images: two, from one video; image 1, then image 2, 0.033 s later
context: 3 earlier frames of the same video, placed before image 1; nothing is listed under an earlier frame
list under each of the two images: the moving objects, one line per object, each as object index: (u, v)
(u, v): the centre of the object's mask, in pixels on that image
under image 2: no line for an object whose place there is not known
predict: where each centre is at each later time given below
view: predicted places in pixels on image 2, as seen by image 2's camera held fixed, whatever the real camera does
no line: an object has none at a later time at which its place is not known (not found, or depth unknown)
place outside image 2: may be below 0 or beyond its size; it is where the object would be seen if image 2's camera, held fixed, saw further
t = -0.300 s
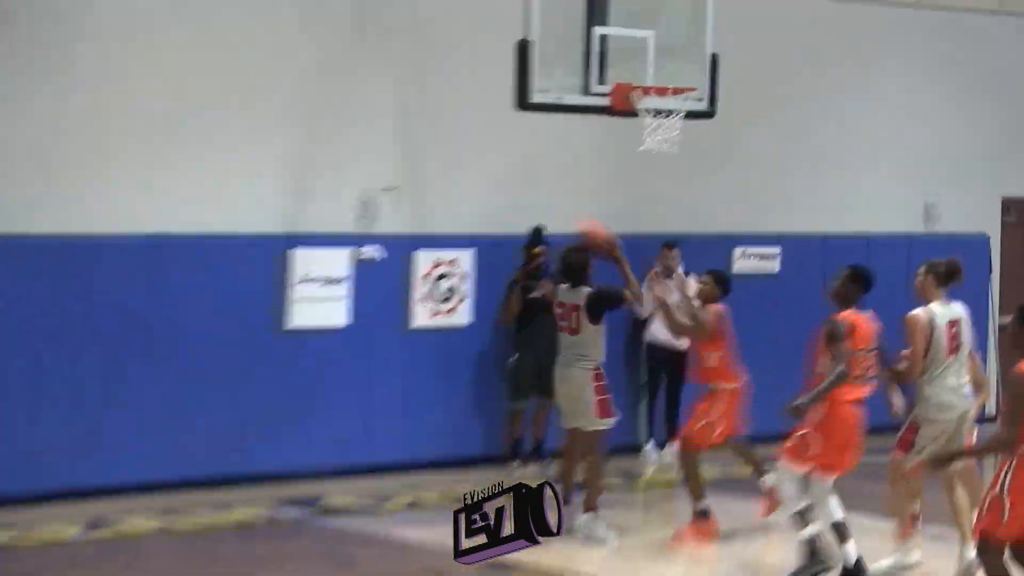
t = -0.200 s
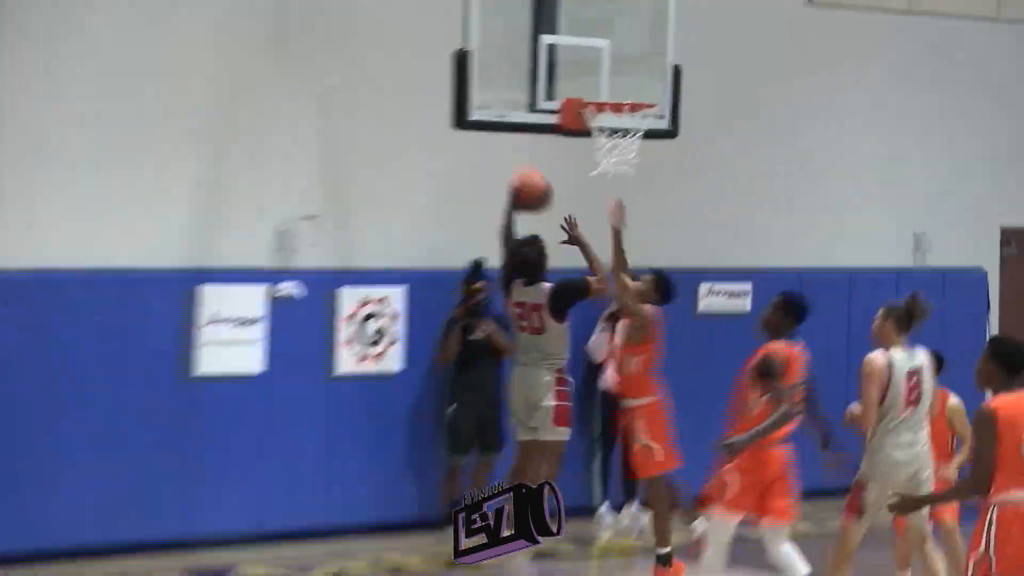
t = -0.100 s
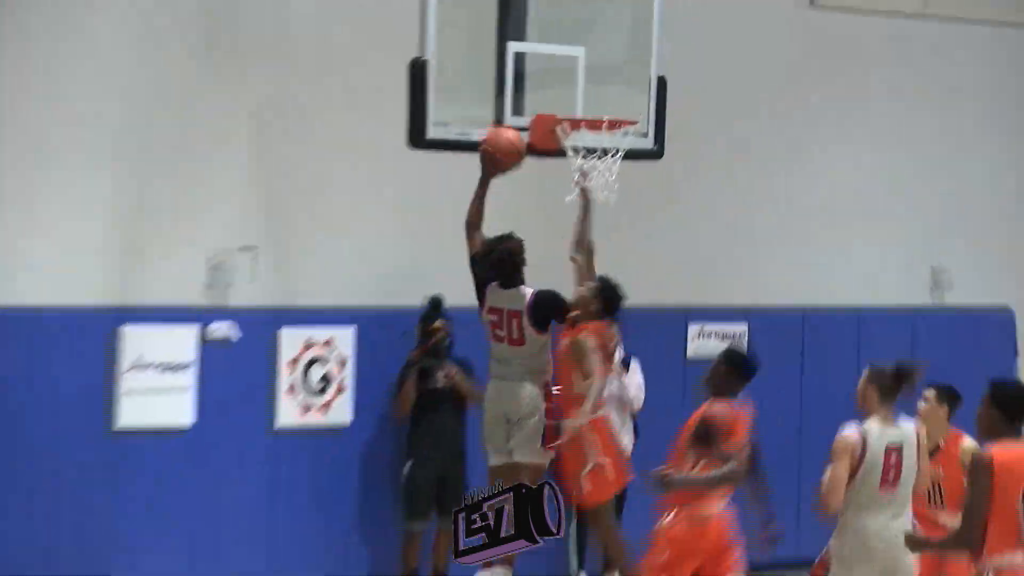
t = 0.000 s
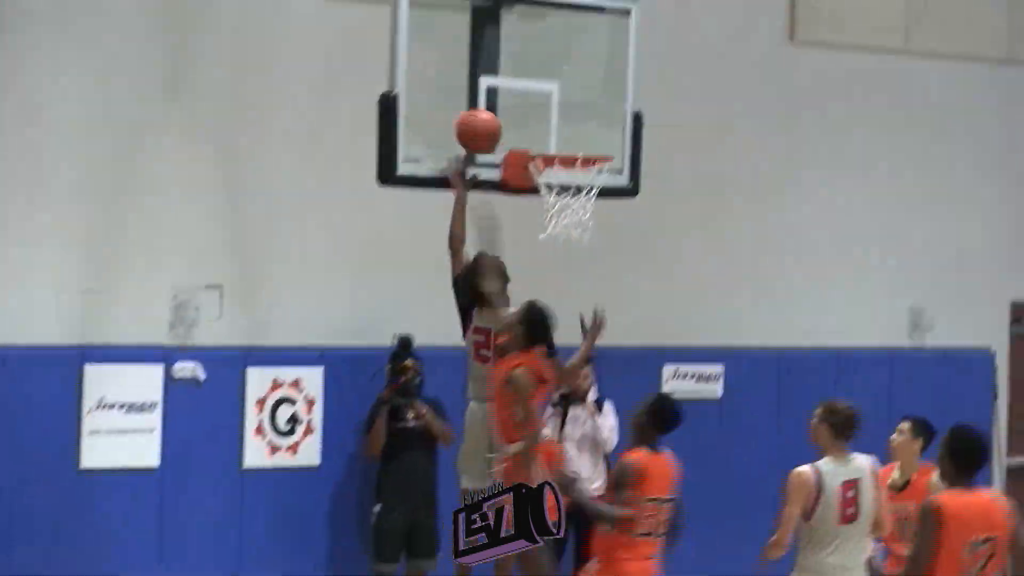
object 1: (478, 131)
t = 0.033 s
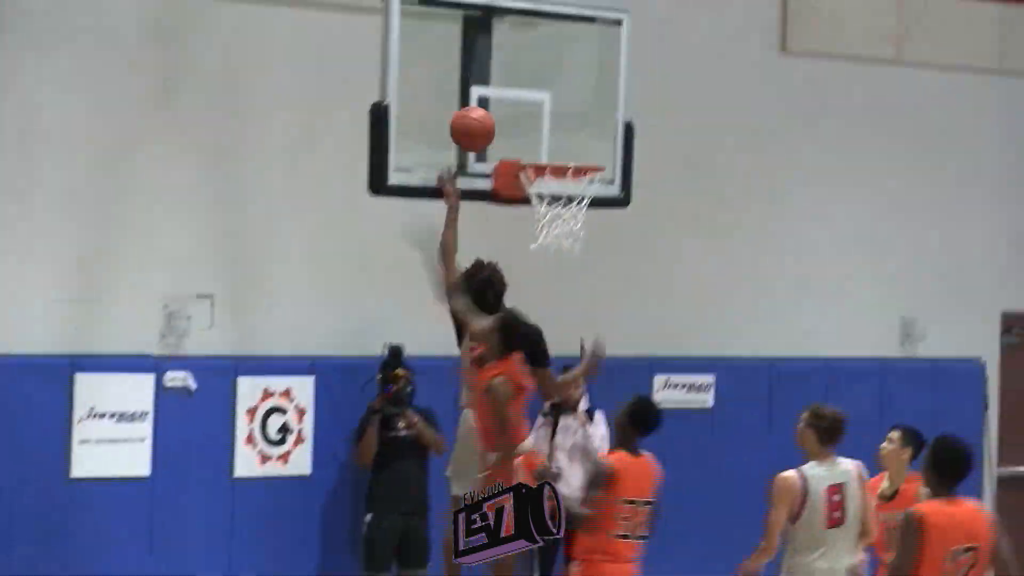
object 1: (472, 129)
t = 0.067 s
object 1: (481, 122)
